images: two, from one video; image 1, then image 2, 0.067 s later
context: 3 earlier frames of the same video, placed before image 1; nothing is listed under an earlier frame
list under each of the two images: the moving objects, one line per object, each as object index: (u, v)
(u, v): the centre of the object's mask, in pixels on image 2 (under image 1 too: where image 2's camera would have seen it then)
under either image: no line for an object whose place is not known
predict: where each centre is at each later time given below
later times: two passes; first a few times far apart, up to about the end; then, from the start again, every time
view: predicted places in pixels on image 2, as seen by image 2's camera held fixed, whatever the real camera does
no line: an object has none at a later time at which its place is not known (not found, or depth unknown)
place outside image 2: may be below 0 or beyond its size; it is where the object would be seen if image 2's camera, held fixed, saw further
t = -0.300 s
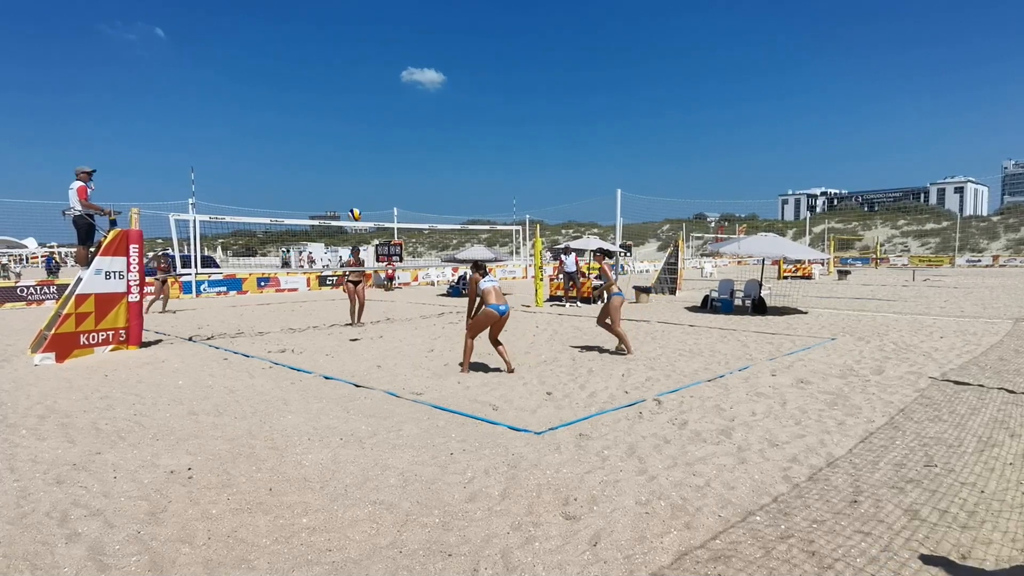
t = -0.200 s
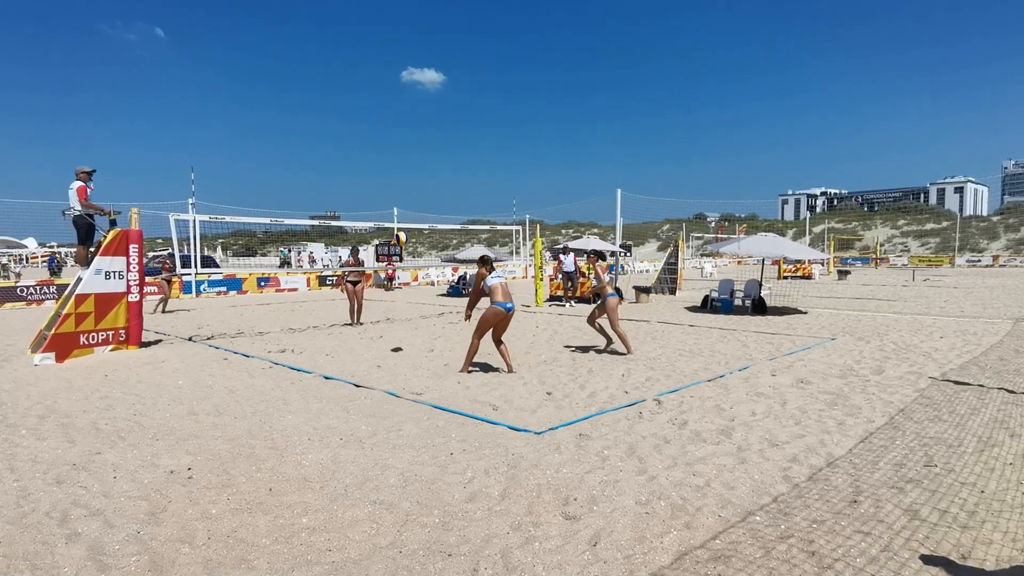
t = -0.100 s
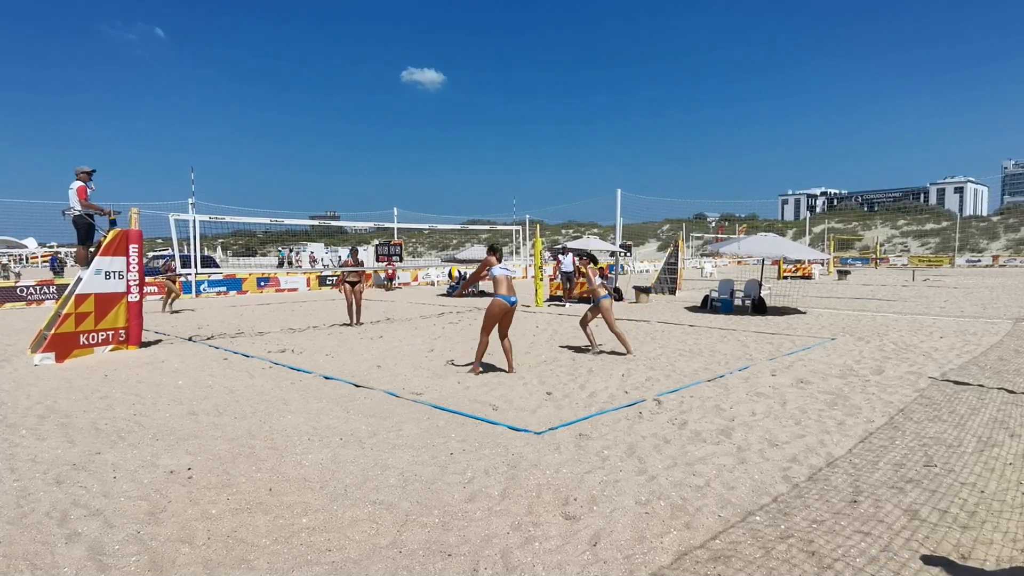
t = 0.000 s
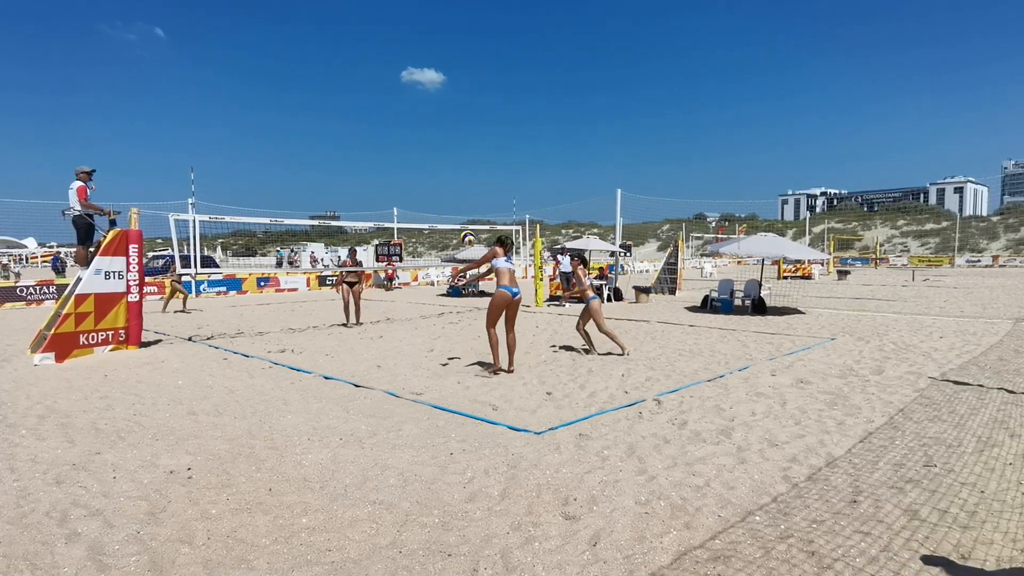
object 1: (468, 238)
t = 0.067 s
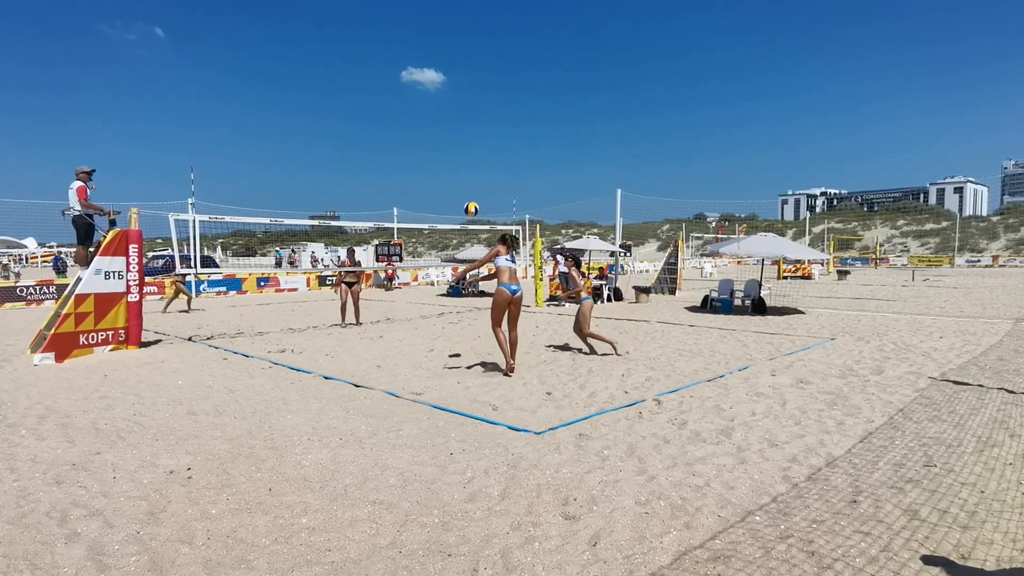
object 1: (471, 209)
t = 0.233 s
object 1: (481, 151)
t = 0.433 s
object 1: (494, 108)
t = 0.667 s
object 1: (509, 93)
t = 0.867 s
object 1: (523, 109)
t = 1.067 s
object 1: (535, 150)
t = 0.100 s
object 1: (473, 196)
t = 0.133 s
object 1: (475, 184)
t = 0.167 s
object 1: (477, 172)
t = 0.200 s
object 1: (479, 161)
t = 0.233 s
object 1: (481, 151)
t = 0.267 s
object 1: (483, 142)
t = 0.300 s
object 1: (485, 133)
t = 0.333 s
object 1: (487, 126)
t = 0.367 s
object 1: (489, 119)
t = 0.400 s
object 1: (491, 113)
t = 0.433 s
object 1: (494, 108)
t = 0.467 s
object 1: (495, 104)
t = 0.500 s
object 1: (498, 100)
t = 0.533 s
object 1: (500, 97)
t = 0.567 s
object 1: (502, 95)
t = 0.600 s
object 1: (505, 93)
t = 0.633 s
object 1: (507, 93)
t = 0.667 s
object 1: (509, 93)
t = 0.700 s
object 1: (511, 93)
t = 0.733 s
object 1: (514, 95)
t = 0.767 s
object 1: (516, 97)
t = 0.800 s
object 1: (518, 100)
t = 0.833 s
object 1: (520, 104)
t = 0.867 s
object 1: (523, 109)
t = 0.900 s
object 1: (525, 114)
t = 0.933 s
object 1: (527, 120)
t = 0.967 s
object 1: (529, 126)
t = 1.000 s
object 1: (531, 133)
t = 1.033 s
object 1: (533, 142)
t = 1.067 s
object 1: (535, 150)
